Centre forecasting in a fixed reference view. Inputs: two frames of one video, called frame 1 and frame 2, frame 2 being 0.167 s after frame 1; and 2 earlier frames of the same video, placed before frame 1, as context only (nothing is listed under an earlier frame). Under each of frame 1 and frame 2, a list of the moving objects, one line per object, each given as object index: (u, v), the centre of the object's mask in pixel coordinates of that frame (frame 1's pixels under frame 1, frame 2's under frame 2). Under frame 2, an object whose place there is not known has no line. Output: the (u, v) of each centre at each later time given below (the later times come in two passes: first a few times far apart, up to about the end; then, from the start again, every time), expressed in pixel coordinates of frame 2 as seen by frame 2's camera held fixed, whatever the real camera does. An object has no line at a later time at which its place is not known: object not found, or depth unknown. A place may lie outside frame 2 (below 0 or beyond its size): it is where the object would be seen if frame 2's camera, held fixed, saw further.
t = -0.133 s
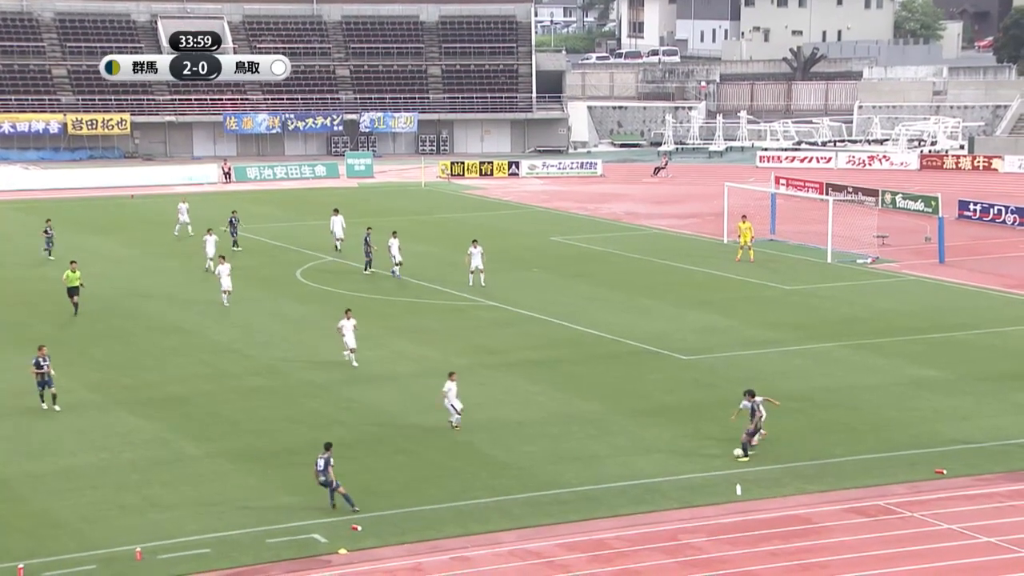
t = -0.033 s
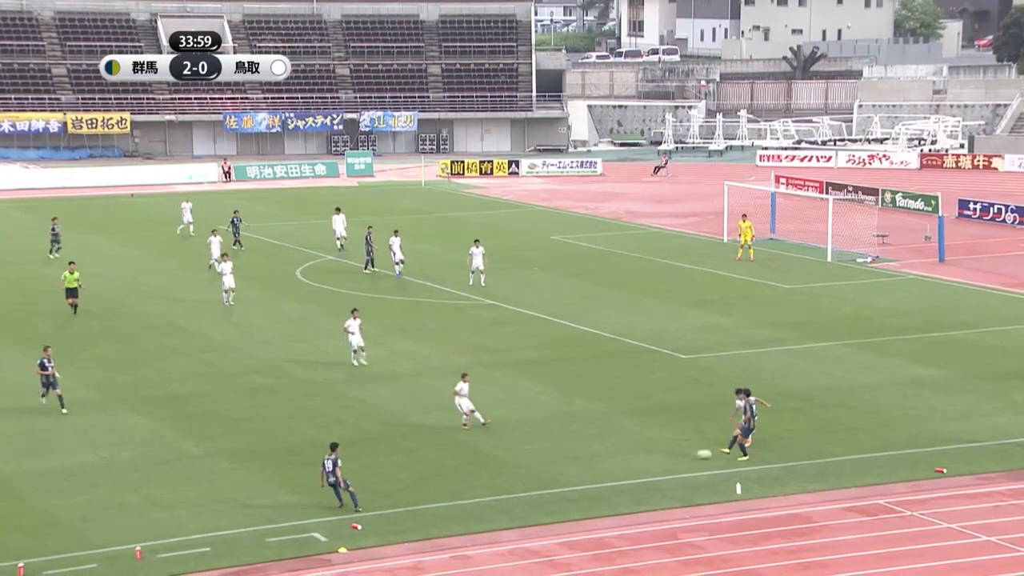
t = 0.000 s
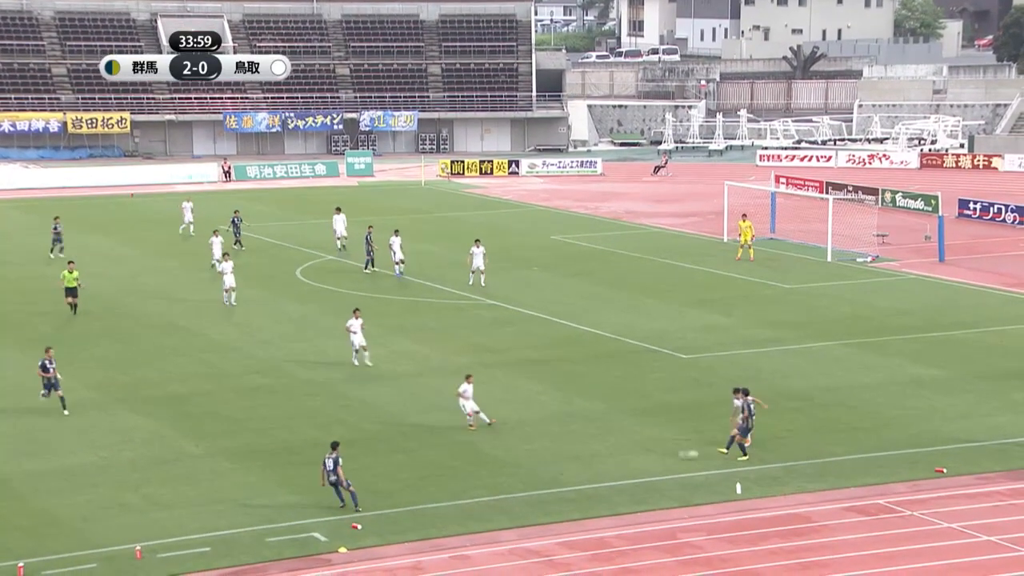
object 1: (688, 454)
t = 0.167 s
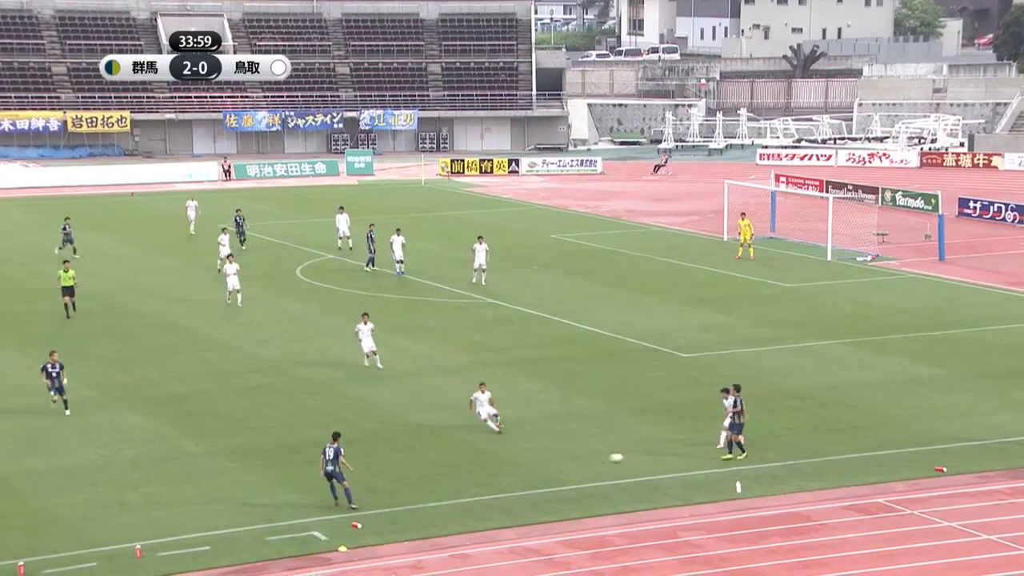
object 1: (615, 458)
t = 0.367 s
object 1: (537, 463)
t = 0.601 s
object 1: (456, 469)
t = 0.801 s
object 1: (391, 474)
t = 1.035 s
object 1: (331, 479)
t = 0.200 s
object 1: (601, 458)
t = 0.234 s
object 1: (590, 459)
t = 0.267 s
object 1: (576, 460)
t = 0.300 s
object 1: (562, 462)
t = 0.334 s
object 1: (551, 462)
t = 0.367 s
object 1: (537, 463)
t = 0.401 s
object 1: (526, 464)
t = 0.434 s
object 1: (513, 465)
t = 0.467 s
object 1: (501, 466)
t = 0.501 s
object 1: (490, 466)
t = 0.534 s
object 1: (479, 467)
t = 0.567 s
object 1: (467, 468)
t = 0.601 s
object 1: (456, 469)
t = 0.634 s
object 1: (446, 470)
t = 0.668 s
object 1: (435, 470)
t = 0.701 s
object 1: (424, 471)
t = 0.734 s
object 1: (413, 473)
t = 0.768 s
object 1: (404, 473)
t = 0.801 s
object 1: (391, 474)
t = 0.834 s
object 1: (386, 474)
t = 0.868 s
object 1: (375, 476)
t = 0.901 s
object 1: (363, 477)
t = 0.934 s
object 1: (358, 477)
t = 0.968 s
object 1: (347, 478)
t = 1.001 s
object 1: (335, 479)
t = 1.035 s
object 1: (331, 479)
